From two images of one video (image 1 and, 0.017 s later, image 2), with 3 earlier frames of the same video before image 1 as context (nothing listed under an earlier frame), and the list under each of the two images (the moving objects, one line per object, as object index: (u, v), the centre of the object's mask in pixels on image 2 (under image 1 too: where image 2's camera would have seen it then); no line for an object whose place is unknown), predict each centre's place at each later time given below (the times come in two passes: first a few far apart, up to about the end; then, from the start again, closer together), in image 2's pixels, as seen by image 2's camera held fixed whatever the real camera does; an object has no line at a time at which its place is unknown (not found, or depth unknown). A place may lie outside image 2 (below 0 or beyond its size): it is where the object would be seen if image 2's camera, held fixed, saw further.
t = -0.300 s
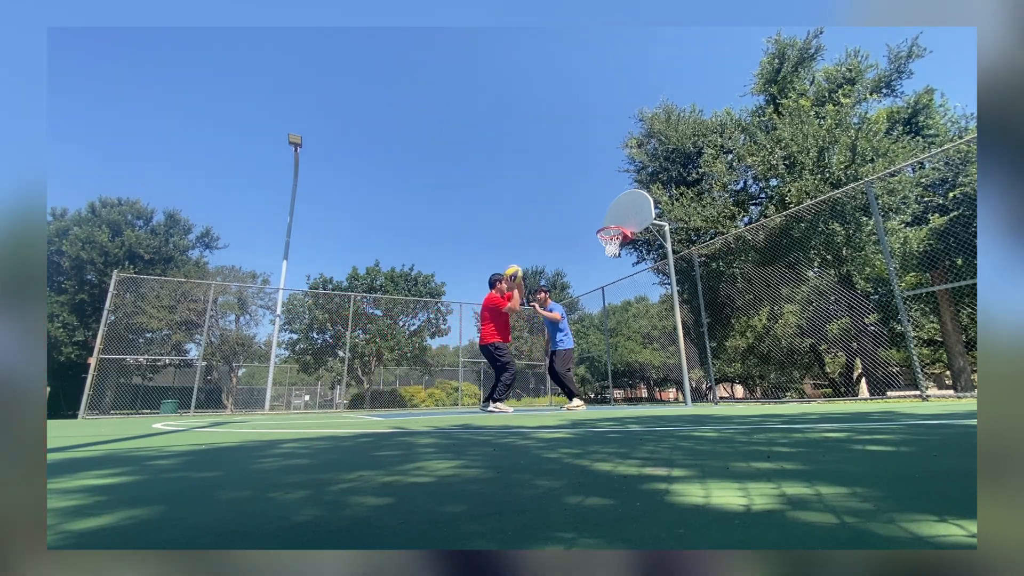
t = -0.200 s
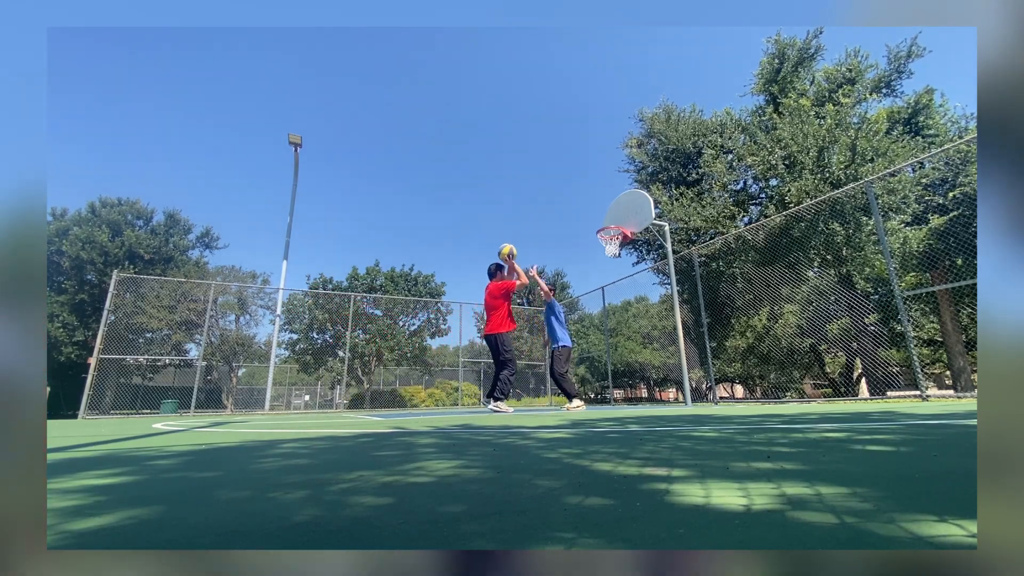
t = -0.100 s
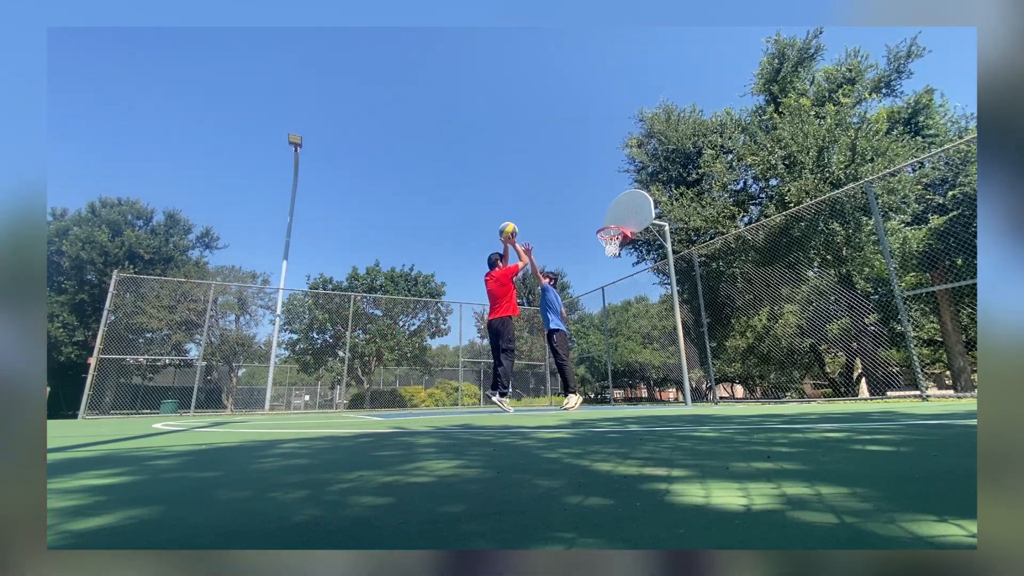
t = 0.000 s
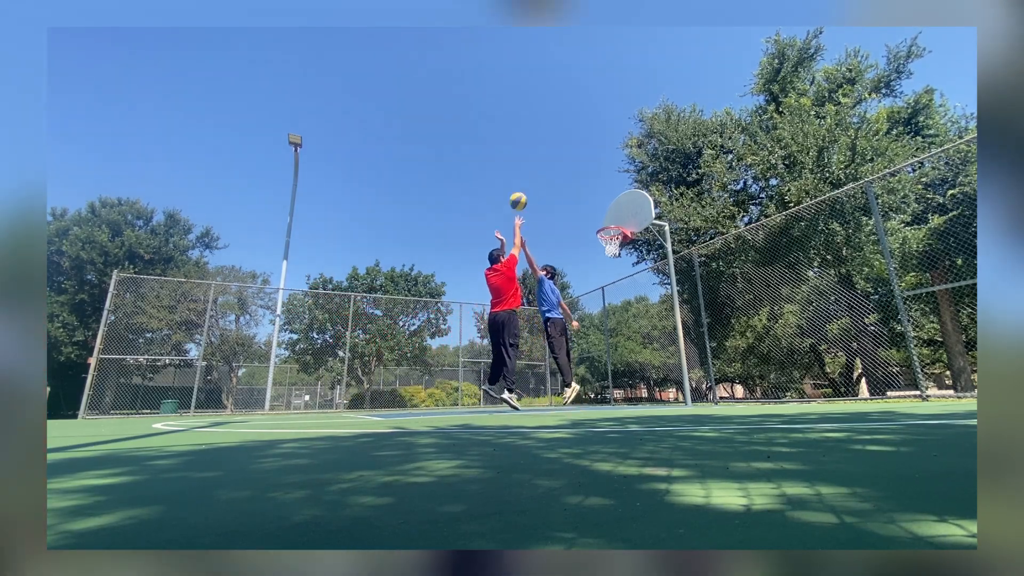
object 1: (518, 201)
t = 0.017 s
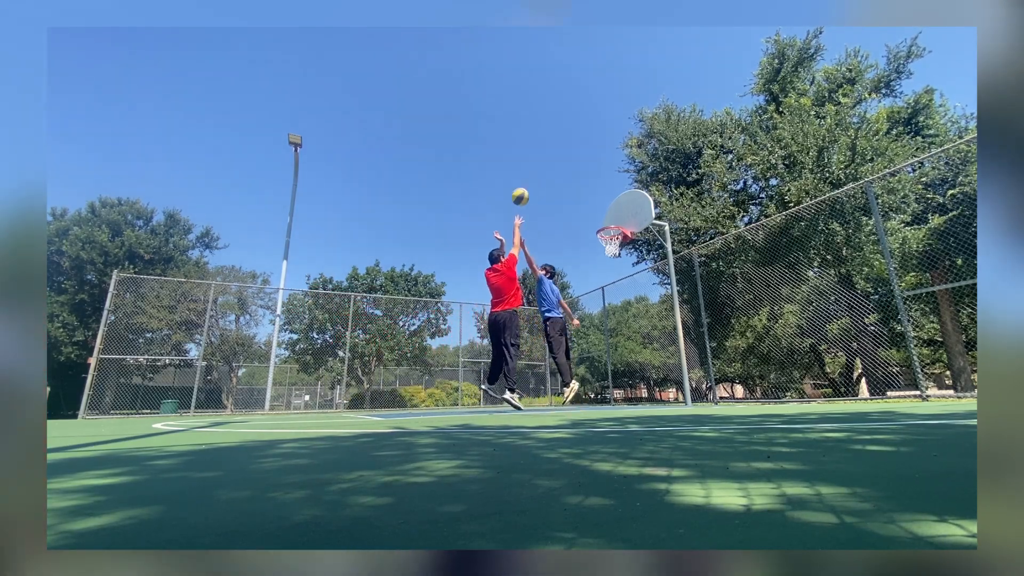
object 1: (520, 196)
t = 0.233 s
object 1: (545, 159)
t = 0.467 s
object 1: (567, 155)
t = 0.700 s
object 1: (587, 177)
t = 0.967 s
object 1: (612, 232)
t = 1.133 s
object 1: (616, 247)
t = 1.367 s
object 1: (619, 270)
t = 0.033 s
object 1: (522, 192)
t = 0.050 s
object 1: (524, 188)
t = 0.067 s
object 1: (526, 185)
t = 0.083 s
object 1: (528, 181)
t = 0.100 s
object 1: (530, 178)
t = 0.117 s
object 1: (532, 175)
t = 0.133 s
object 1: (534, 172)
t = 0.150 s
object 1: (536, 169)
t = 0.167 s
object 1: (538, 167)
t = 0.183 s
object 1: (540, 165)
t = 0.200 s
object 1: (541, 163)
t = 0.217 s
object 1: (543, 161)
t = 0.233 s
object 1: (545, 159)
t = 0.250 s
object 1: (547, 158)
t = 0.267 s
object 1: (548, 157)
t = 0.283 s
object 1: (550, 155)
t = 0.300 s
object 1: (551, 155)
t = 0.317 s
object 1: (553, 154)
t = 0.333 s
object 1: (555, 154)
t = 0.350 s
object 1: (556, 153)
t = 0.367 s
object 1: (558, 153)
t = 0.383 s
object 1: (560, 153)
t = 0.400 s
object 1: (561, 153)
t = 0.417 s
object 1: (562, 153)
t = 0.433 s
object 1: (564, 153)
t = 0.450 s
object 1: (566, 154)
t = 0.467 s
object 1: (567, 155)
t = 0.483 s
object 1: (569, 155)
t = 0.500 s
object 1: (570, 157)
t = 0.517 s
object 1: (572, 158)
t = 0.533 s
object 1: (573, 159)
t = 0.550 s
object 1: (575, 160)
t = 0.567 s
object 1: (576, 161)
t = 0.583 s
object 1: (578, 163)
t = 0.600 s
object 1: (579, 165)
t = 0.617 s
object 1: (580, 167)
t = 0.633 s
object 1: (582, 169)
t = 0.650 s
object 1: (583, 171)
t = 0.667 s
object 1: (585, 173)
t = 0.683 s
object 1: (586, 175)
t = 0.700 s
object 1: (587, 177)
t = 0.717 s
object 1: (589, 180)
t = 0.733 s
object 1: (590, 183)
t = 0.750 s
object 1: (592, 185)
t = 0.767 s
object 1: (593, 188)
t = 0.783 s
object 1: (595, 192)
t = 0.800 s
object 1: (596, 194)
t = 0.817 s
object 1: (597, 198)
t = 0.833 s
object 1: (599, 201)
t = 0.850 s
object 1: (600, 205)
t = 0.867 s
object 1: (602, 208)
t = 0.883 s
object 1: (603, 212)
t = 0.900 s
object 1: (604, 215)
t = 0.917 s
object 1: (606, 220)
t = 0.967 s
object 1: (612, 232)
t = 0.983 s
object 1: (612, 235)
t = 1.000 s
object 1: (612, 239)
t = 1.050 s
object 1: (614, 245)
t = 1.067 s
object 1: (614, 245)
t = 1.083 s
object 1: (615, 246)
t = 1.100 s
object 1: (615, 245)
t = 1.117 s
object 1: (615, 246)
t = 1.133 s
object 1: (616, 247)
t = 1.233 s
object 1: (617, 253)
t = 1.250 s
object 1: (617, 255)
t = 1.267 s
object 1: (618, 257)
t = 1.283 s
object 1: (618, 258)
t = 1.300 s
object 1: (618, 260)
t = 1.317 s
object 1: (619, 263)
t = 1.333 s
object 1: (618, 264)
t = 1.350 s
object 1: (619, 267)
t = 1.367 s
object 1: (619, 270)
